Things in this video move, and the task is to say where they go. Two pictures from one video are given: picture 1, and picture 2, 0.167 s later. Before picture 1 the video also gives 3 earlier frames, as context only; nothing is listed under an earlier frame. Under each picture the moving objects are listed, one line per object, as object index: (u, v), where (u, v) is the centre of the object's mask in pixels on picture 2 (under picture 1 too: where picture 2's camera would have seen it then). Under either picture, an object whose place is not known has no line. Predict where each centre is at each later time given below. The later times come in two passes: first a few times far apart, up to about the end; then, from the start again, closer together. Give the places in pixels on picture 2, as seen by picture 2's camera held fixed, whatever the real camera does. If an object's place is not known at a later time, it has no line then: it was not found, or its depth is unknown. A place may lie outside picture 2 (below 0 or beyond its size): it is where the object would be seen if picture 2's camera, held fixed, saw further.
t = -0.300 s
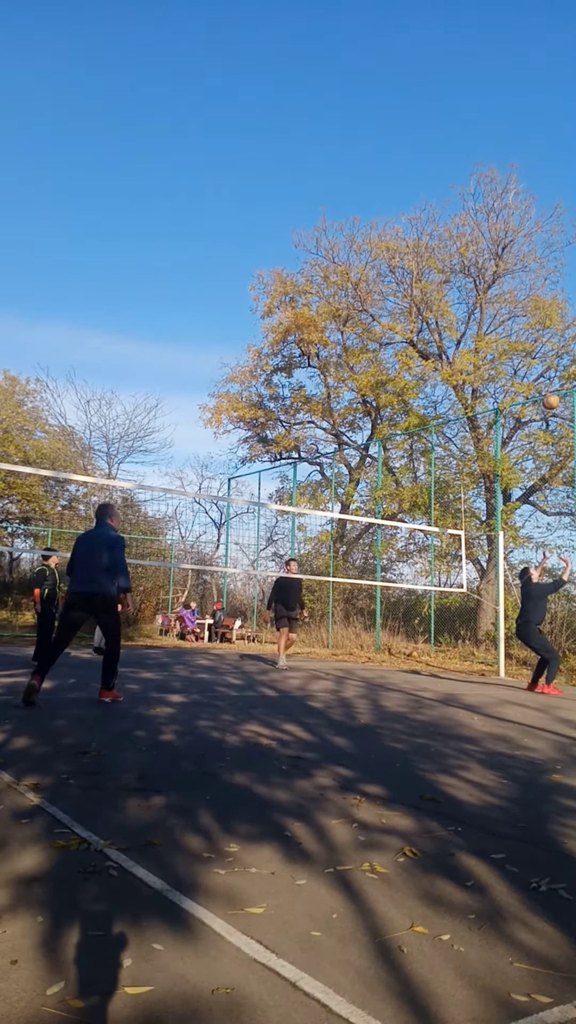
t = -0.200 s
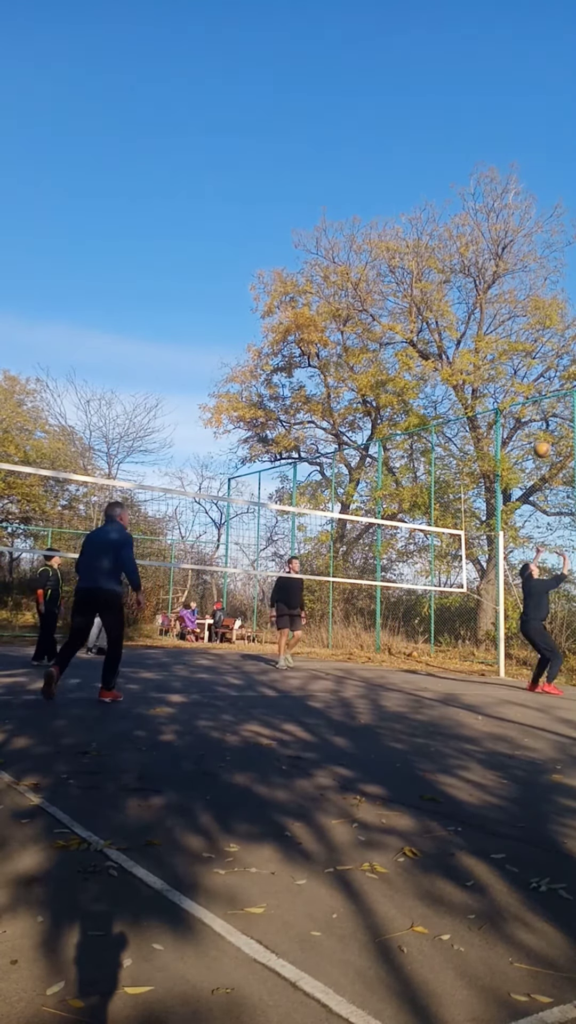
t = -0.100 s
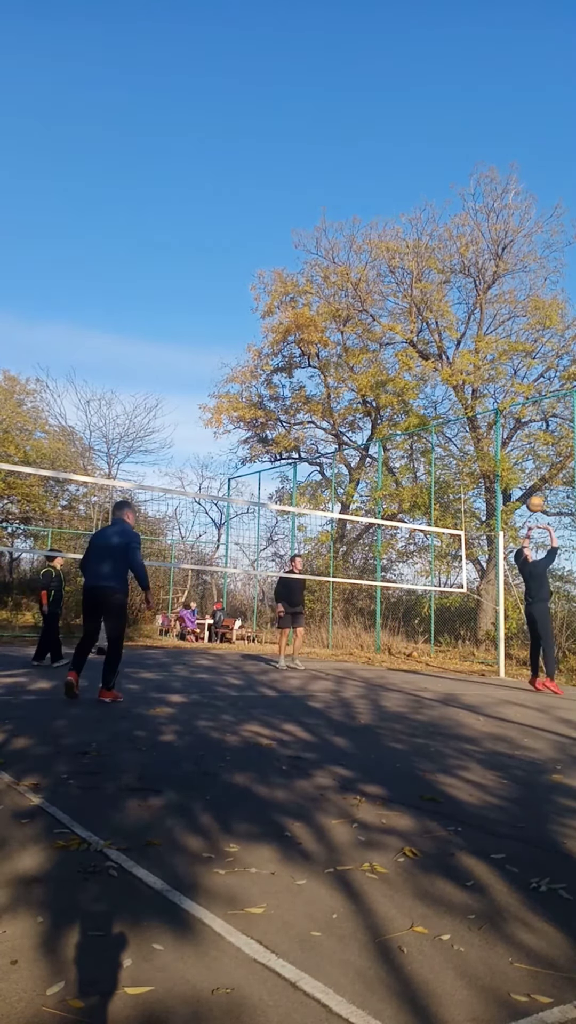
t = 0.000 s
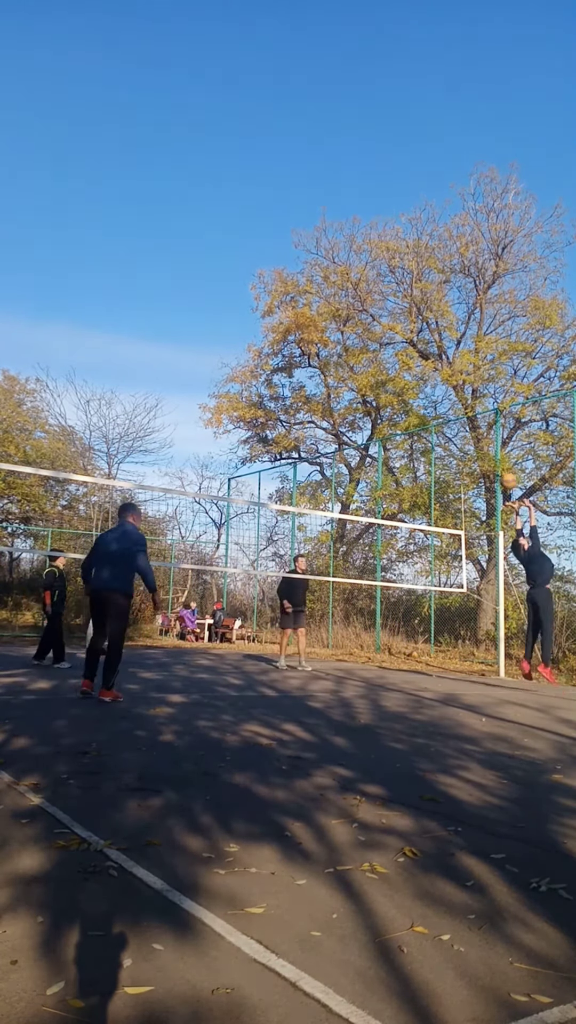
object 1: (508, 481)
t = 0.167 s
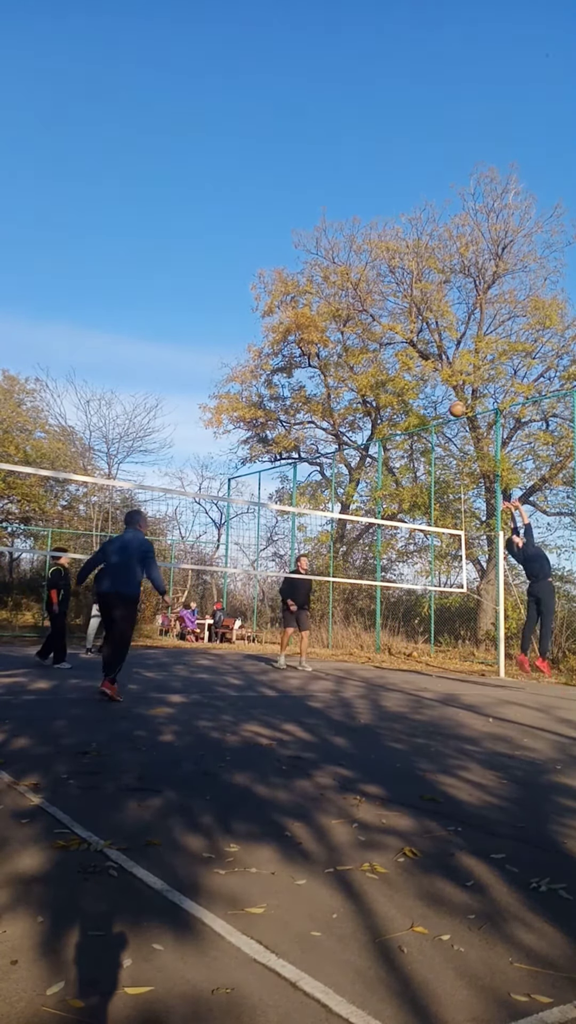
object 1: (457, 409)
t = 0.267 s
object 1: (427, 376)
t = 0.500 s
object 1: (364, 330)
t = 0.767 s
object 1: (295, 327)
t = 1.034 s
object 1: (226, 377)
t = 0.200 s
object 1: (447, 398)
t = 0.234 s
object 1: (437, 387)
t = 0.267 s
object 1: (427, 376)
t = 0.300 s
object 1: (418, 367)
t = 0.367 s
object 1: (400, 352)
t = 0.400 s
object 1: (391, 345)
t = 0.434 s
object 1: (382, 339)
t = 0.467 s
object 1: (373, 334)
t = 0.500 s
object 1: (364, 330)
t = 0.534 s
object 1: (355, 327)
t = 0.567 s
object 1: (347, 324)
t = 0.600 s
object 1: (338, 323)
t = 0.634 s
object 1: (330, 322)
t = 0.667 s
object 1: (321, 322)
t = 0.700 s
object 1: (312, 322)
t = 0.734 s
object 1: (303, 324)
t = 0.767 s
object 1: (295, 327)
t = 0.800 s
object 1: (286, 330)
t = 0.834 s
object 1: (277, 334)
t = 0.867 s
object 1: (268, 339)
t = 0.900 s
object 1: (260, 345)
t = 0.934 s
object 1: (252, 352)
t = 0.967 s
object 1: (243, 360)
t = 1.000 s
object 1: (234, 368)
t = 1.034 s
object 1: (226, 377)
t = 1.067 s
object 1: (217, 388)
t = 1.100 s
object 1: (208, 399)
